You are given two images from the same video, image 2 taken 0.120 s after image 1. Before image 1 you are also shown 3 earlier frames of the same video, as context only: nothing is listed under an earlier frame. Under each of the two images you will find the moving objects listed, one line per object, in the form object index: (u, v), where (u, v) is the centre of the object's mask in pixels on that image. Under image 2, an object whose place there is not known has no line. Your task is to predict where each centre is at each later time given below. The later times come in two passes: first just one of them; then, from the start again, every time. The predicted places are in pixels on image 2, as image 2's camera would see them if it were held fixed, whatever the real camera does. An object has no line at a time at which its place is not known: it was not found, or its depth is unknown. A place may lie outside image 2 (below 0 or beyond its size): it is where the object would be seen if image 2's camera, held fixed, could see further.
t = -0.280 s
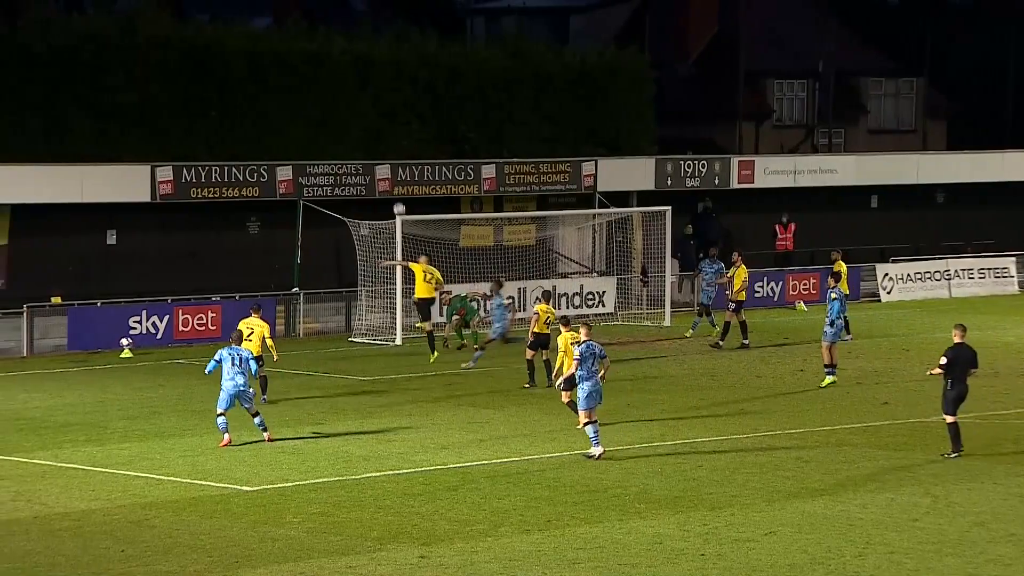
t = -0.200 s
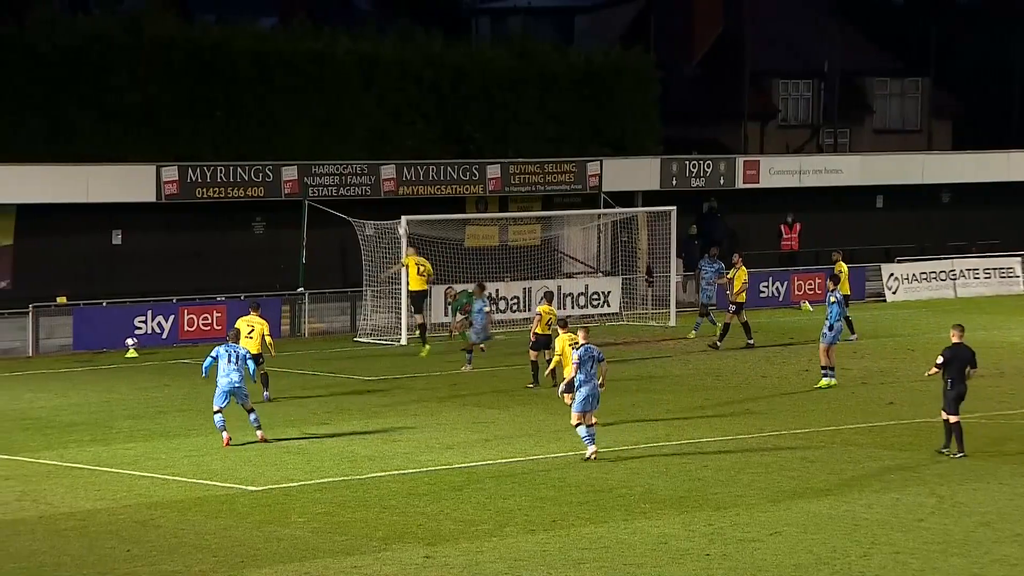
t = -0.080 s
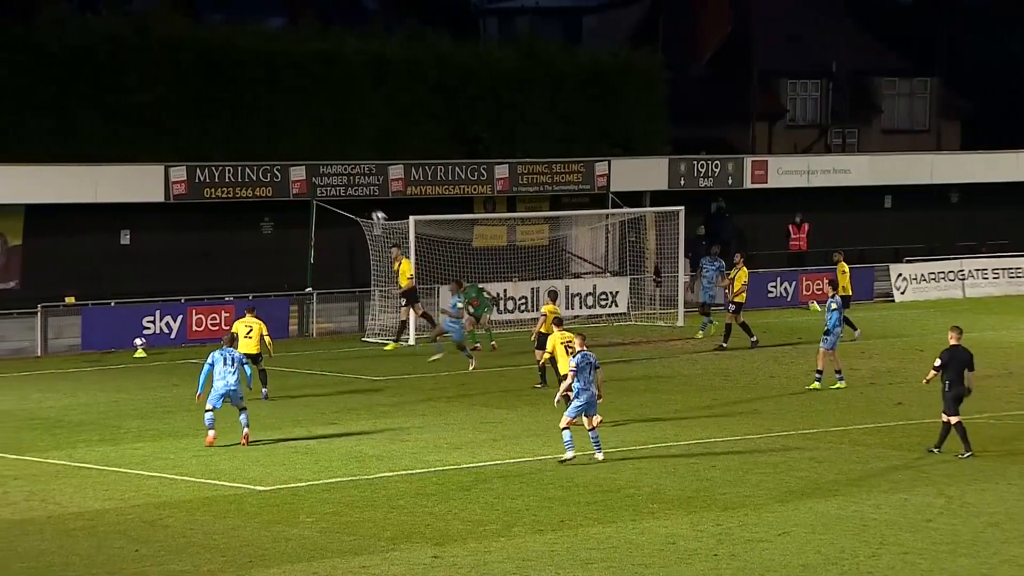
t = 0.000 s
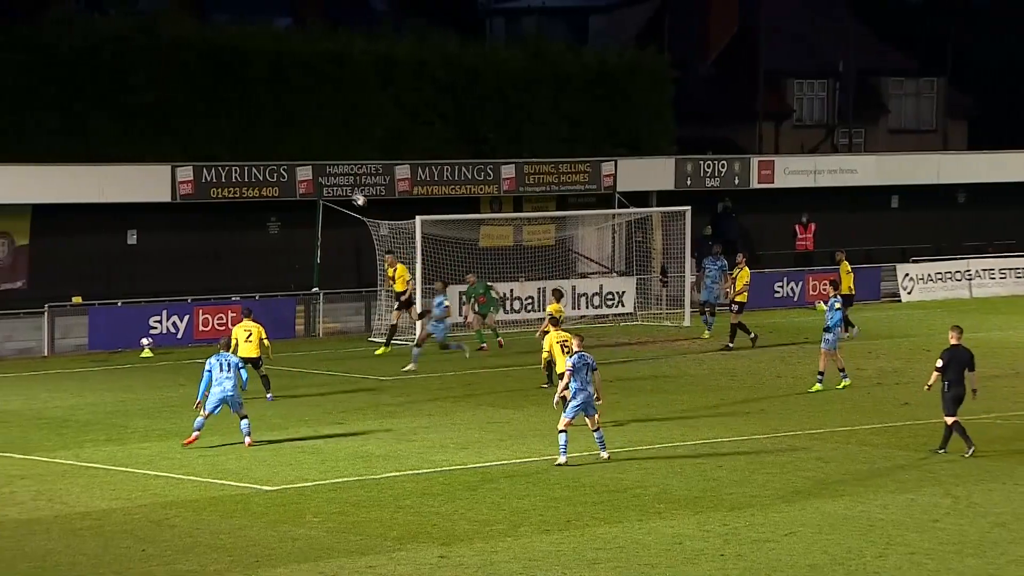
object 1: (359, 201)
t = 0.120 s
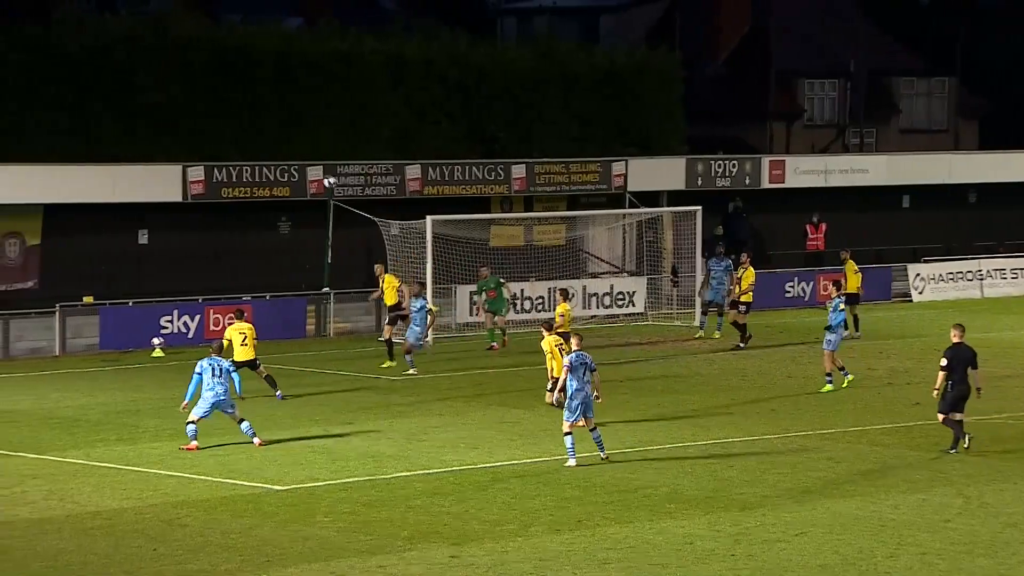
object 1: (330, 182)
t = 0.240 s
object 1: (291, 171)
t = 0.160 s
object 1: (316, 177)
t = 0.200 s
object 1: (304, 174)
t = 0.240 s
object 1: (291, 171)
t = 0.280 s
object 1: (279, 170)
